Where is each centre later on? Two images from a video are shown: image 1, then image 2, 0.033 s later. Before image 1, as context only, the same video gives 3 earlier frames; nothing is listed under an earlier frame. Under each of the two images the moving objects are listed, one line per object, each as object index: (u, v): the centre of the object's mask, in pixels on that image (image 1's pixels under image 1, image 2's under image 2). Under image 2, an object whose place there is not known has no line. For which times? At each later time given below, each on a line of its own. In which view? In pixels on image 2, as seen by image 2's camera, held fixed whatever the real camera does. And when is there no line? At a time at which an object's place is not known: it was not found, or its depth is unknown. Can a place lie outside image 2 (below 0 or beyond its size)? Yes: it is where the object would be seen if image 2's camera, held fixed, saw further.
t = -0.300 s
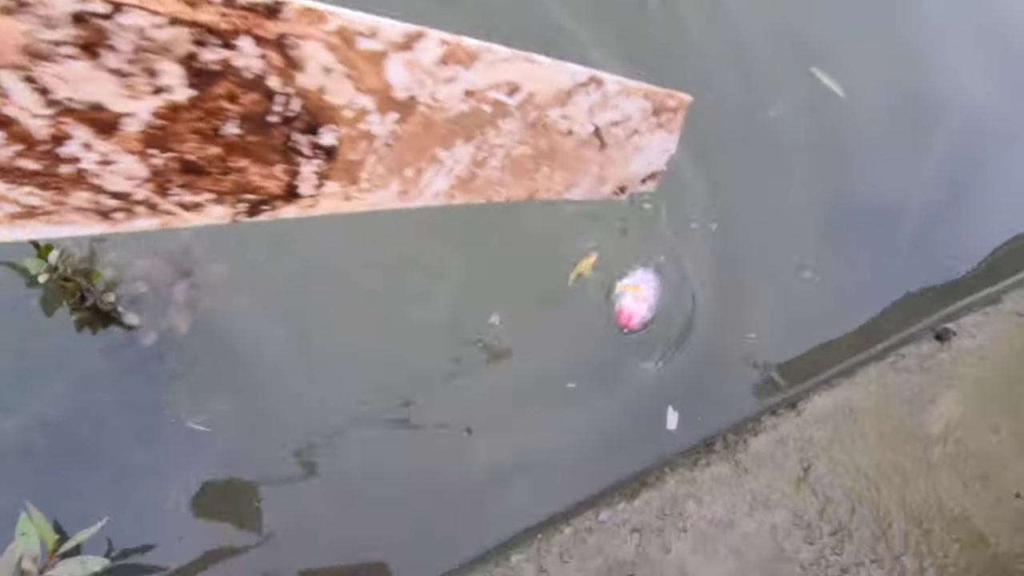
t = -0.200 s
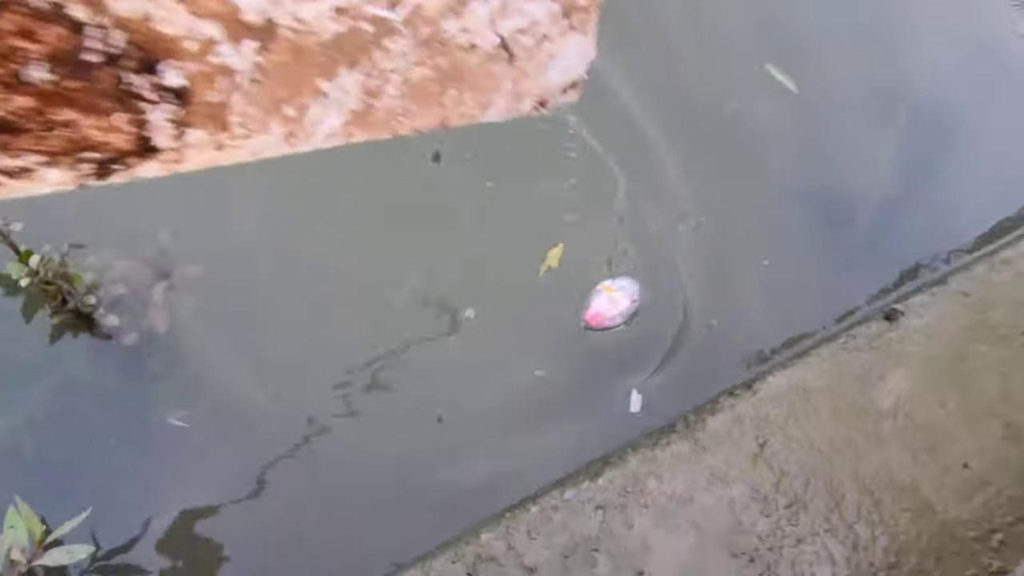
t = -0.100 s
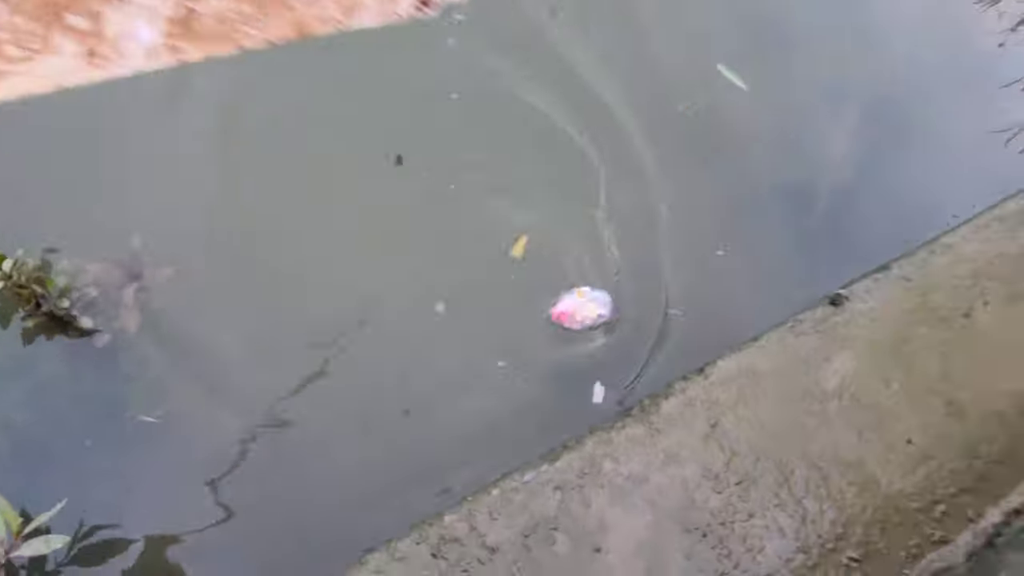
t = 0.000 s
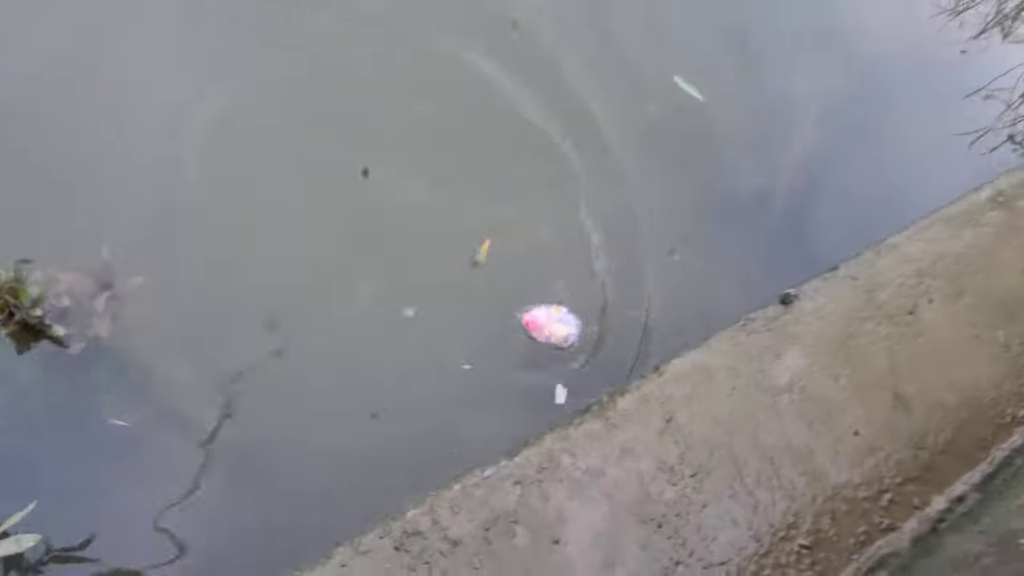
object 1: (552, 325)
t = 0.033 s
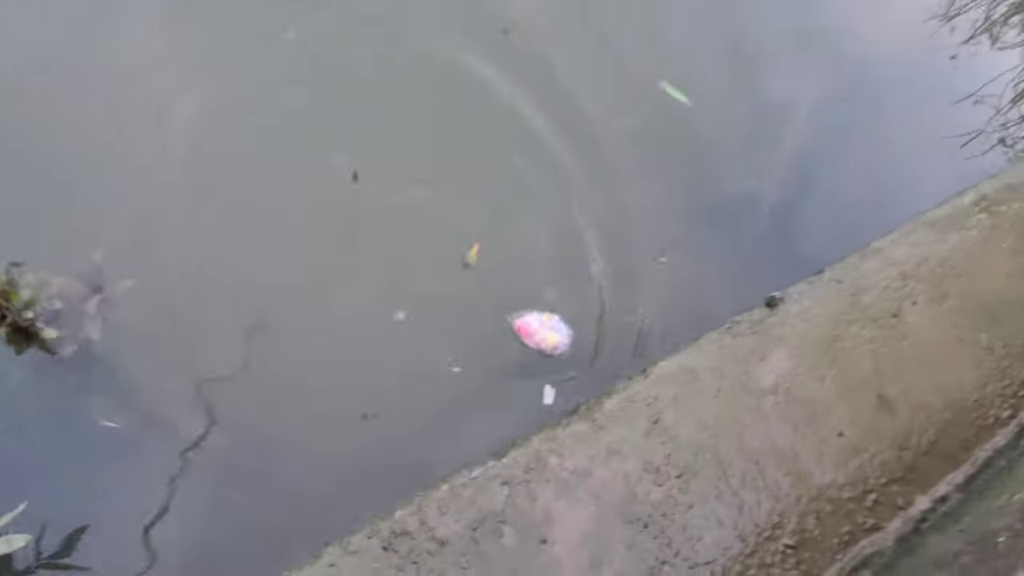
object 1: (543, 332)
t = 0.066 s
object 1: (545, 336)
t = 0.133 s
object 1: (549, 343)
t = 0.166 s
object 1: (551, 346)
